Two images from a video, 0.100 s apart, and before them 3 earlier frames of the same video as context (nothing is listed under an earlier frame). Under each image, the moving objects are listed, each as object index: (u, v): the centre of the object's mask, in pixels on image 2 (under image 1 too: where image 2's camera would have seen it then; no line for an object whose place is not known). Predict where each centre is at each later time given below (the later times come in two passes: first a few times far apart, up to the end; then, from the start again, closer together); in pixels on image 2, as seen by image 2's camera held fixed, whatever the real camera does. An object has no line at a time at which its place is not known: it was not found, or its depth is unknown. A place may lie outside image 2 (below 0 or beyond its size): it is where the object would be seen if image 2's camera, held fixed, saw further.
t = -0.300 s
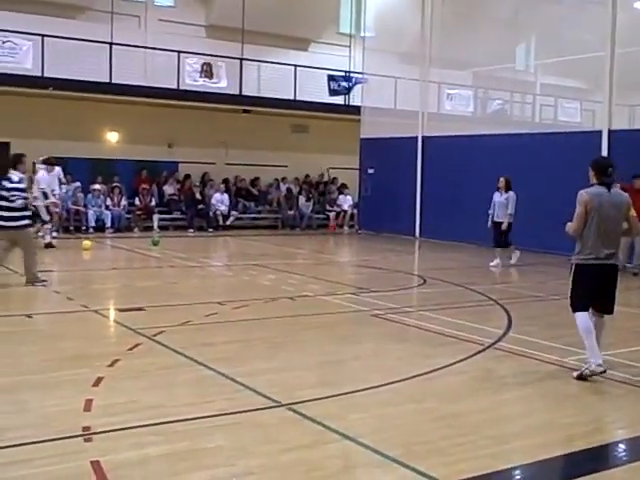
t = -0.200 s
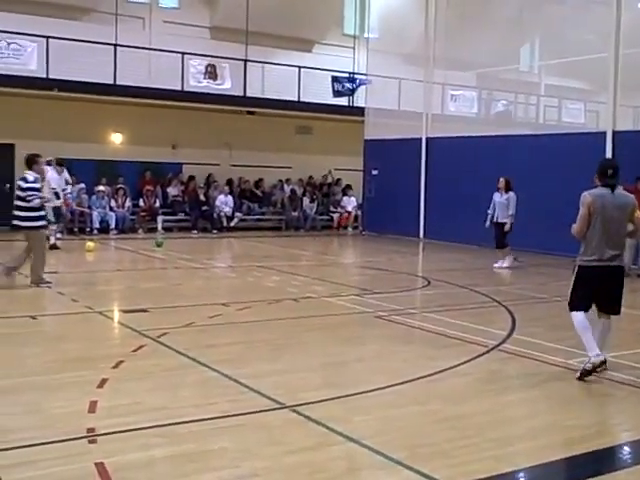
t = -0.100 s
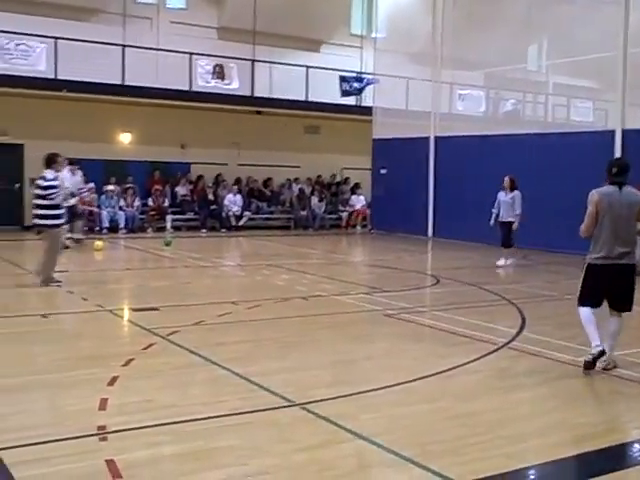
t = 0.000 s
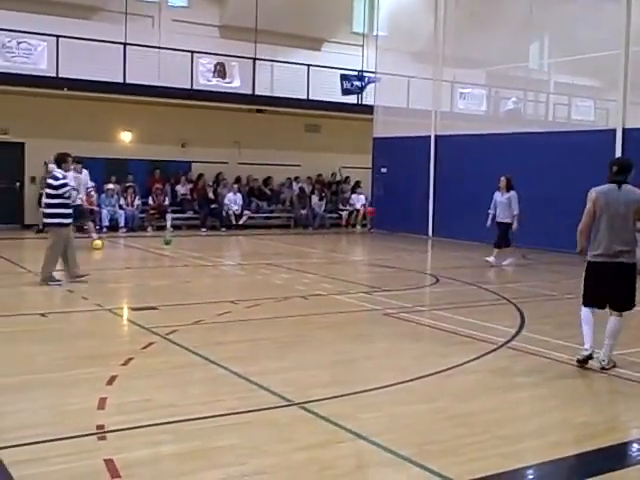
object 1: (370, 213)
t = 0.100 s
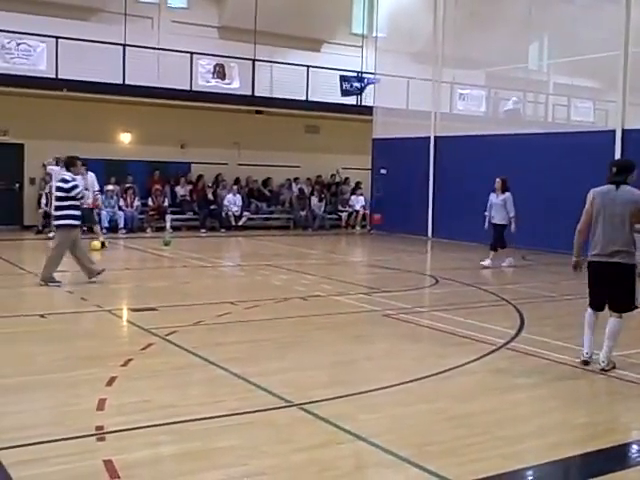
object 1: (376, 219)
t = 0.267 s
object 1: (390, 244)
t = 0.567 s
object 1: (418, 247)
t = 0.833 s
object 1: (447, 257)
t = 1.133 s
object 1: (481, 271)
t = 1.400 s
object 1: (516, 292)
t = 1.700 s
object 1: (559, 302)
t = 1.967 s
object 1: (597, 310)
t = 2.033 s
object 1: (606, 310)
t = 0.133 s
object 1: (379, 223)
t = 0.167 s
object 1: (382, 226)
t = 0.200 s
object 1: (385, 229)
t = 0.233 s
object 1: (387, 236)
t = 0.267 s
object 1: (390, 244)
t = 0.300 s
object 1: (393, 251)
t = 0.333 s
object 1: (395, 258)
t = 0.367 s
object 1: (398, 264)
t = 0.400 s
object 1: (401, 262)
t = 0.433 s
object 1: (405, 258)
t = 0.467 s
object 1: (408, 255)
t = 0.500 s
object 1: (412, 252)
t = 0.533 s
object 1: (414, 250)
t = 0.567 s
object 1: (418, 247)
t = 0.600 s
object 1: (421, 247)
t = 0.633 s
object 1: (425, 245)
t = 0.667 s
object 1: (429, 246)
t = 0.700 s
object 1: (431, 246)
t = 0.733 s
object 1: (435, 247)
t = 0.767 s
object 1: (437, 249)
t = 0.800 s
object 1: (443, 252)
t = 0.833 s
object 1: (447, 257)
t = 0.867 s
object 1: (450, 260)
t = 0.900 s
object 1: (453, 265)
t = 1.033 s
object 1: (469, 275)
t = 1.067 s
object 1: (473, 273)
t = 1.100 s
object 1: (478, 271)
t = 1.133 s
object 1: (481, 271)
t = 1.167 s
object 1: (486, 271)
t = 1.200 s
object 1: (490, 271)
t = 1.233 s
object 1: (495, 272)
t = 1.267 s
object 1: (498, 275)
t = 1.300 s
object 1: (503, 277)
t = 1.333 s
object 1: (508, 281)
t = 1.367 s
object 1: (511, 287)
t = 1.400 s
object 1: (516, 292)
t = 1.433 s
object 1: (520, 292)
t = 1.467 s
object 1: (525, 289)
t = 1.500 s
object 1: (530, 289)
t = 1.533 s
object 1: (535, 289)
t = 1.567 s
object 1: (539, 290)
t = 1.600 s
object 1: (544, 291)
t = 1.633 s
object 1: (549, 294)
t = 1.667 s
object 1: (554, 297)
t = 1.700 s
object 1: (559, 302)
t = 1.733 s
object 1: (563, 302)
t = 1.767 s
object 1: (568, 300)
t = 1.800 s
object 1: (573, 300)
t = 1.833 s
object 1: (578, 301)
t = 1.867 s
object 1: (582, 302)
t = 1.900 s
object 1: (587, 304)
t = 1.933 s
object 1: (592, 308)
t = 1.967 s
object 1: (597, 310)
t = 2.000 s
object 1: (602, 310)
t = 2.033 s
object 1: (606, 310)
